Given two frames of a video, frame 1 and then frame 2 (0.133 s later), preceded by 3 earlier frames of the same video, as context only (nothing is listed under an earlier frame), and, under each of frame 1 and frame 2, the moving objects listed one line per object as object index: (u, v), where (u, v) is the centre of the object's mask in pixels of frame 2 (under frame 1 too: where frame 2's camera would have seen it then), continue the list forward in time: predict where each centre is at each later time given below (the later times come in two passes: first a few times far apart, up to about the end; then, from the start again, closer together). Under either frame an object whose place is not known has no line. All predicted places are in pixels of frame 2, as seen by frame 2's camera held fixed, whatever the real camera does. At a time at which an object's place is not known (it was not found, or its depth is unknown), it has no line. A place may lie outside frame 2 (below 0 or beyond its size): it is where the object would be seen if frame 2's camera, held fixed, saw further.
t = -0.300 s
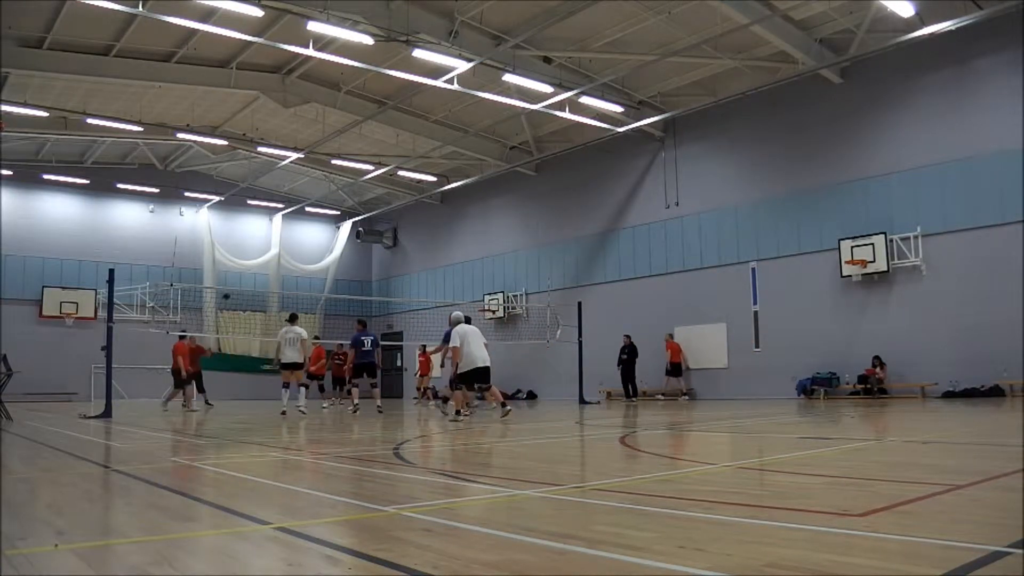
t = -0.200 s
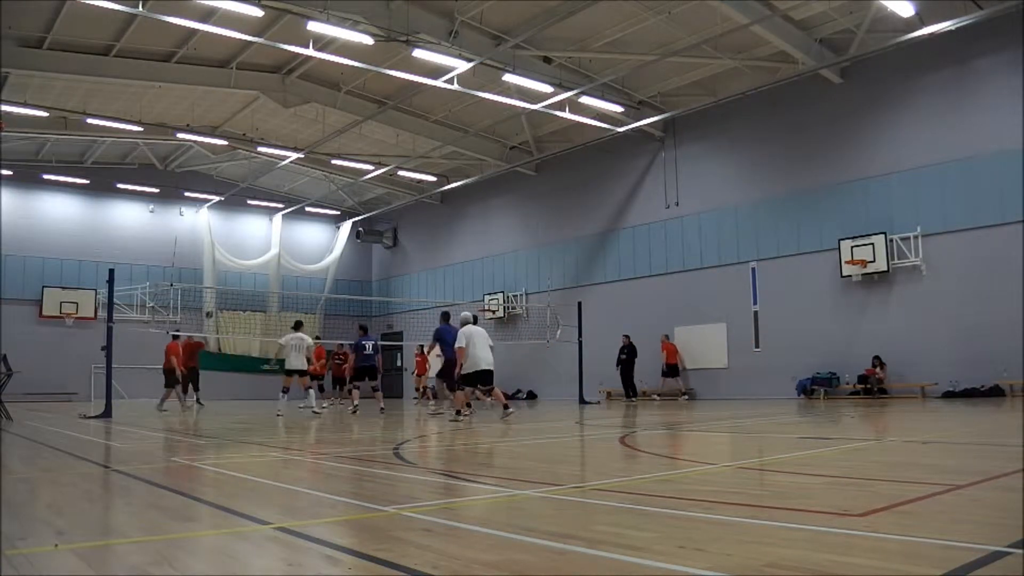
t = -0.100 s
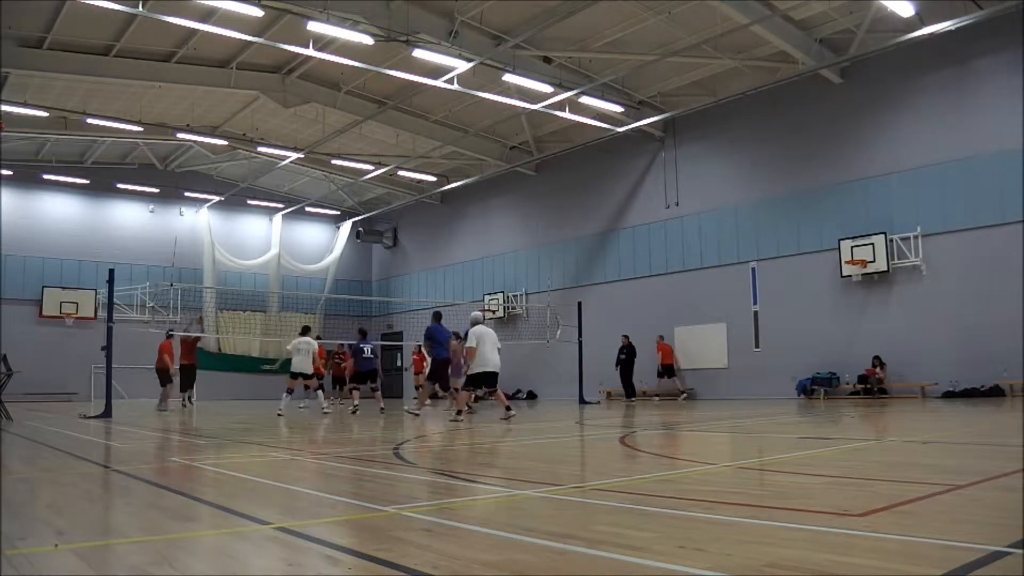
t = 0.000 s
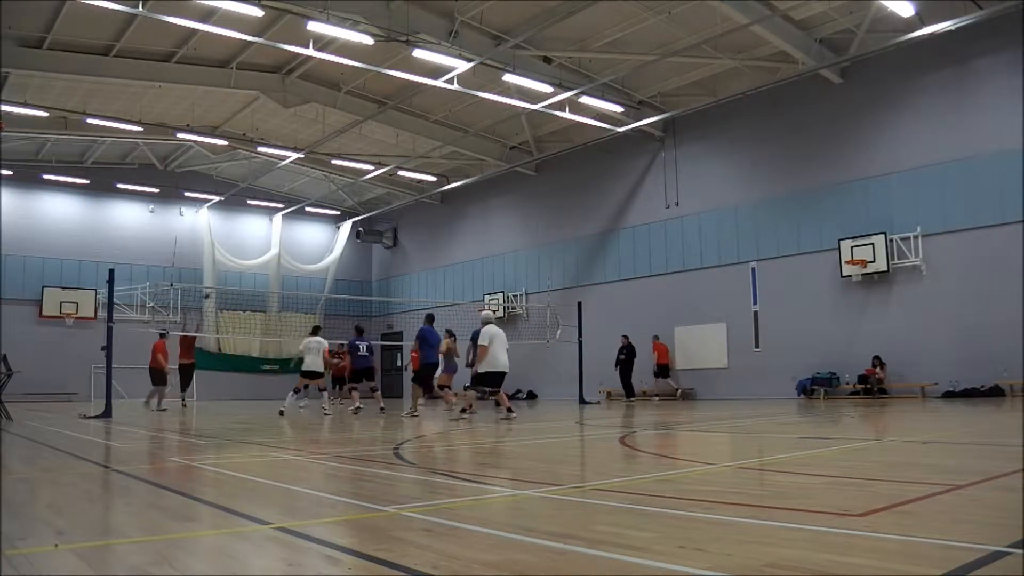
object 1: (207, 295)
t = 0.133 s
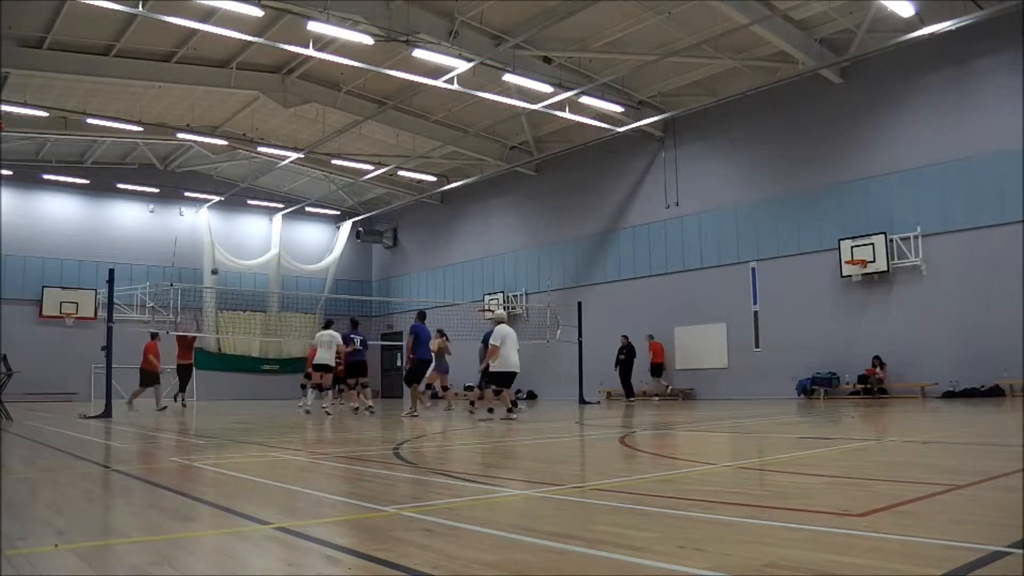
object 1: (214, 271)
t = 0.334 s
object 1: (226, 247)
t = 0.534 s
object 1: (237, 238)
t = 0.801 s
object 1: (252, 251)
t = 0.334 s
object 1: (226, 247)
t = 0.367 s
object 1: (227, 244)
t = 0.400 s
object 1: (230, 242)
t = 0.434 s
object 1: (231, 241)
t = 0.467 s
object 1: (233, 239)
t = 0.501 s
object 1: (235, 239)
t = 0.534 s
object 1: (237, 238)
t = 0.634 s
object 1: (243, 239)
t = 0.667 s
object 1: (245, 241)
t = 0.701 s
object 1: (247, 243)
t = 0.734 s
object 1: (248, 245)
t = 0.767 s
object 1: (250, 247)
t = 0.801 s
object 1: (252, 251)
